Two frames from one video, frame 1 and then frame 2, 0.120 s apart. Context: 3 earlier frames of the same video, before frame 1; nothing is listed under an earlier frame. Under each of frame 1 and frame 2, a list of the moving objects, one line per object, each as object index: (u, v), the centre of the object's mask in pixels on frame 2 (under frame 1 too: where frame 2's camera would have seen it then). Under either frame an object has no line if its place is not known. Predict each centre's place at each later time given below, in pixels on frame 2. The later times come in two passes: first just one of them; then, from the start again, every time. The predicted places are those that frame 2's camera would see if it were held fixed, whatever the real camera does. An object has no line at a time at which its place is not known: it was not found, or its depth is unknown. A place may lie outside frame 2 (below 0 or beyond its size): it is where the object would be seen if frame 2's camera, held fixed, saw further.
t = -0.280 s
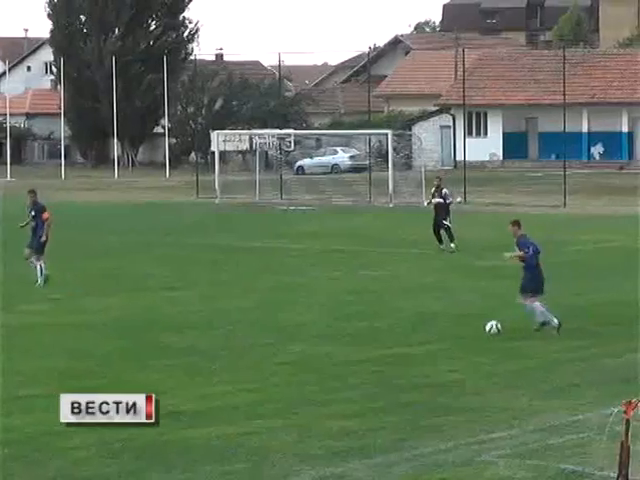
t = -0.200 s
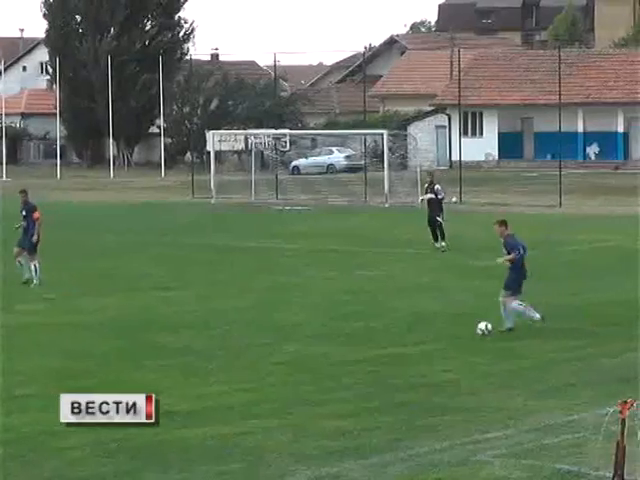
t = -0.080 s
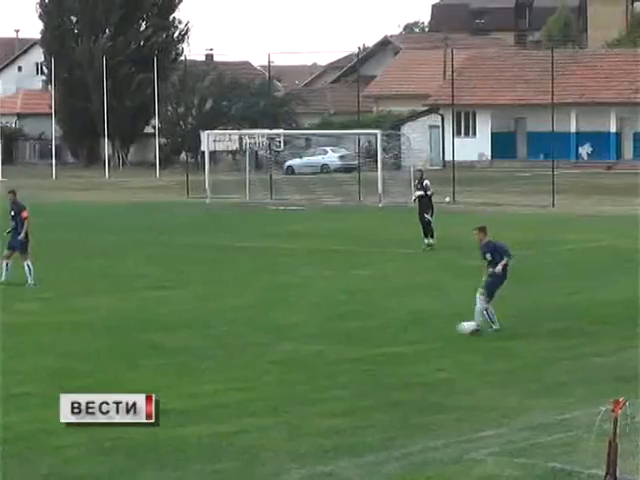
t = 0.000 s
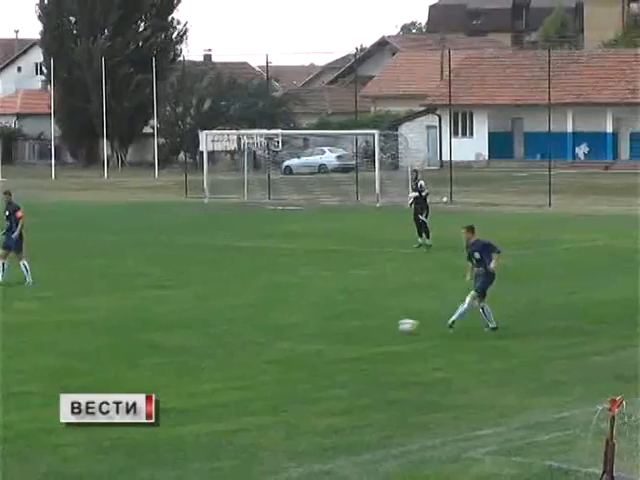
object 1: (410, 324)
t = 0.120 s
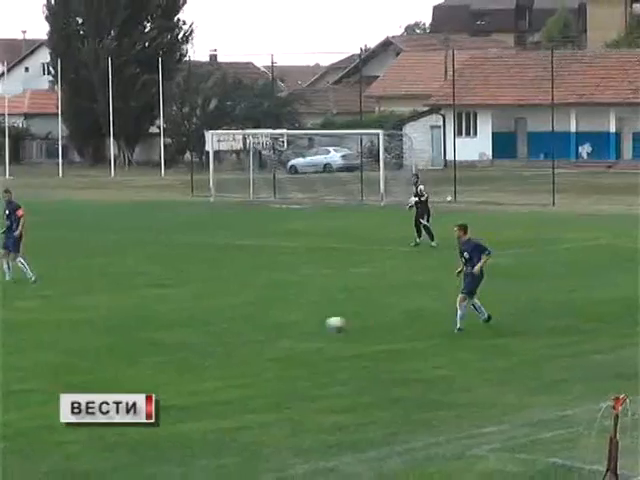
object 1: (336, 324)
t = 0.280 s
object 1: (250, 322)
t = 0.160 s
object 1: (310, 324)
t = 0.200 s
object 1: (288, 324)
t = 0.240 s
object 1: (269, 323)
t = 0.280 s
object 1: (250, 322)
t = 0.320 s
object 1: (230, 323)
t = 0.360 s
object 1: (211, 323)
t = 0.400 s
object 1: (193, 323)
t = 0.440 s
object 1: (175, 322)
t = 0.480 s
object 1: (159, 321)
